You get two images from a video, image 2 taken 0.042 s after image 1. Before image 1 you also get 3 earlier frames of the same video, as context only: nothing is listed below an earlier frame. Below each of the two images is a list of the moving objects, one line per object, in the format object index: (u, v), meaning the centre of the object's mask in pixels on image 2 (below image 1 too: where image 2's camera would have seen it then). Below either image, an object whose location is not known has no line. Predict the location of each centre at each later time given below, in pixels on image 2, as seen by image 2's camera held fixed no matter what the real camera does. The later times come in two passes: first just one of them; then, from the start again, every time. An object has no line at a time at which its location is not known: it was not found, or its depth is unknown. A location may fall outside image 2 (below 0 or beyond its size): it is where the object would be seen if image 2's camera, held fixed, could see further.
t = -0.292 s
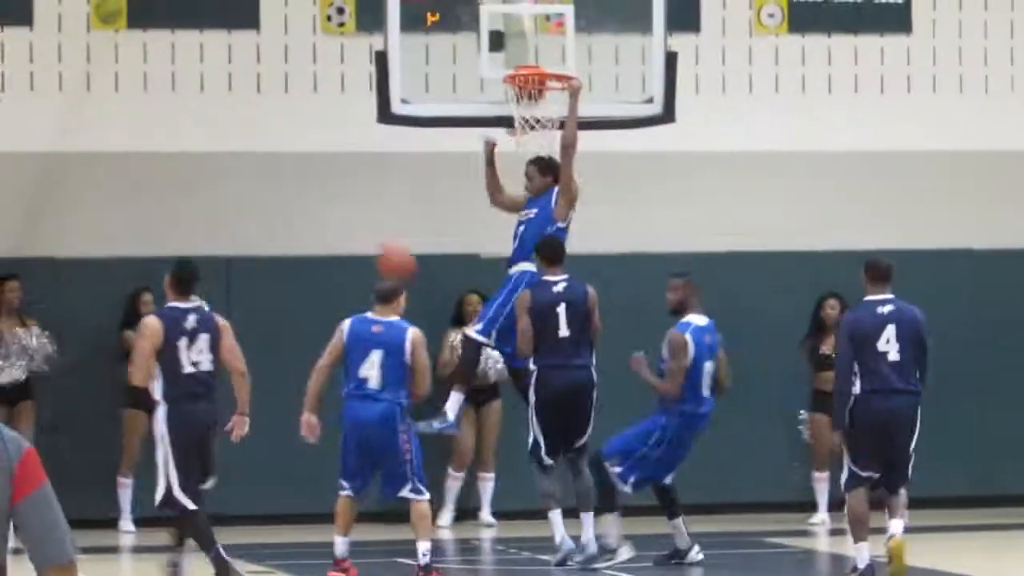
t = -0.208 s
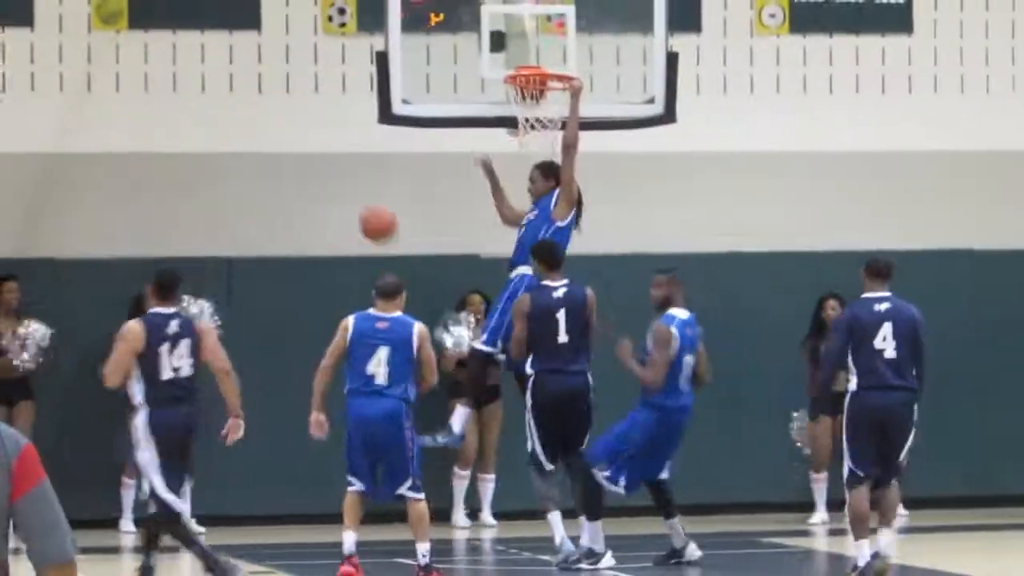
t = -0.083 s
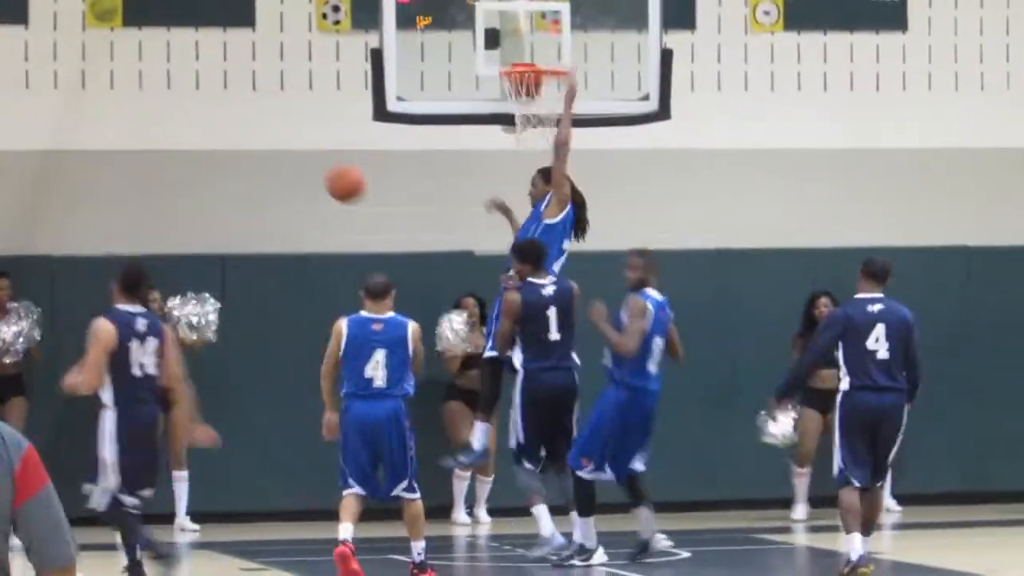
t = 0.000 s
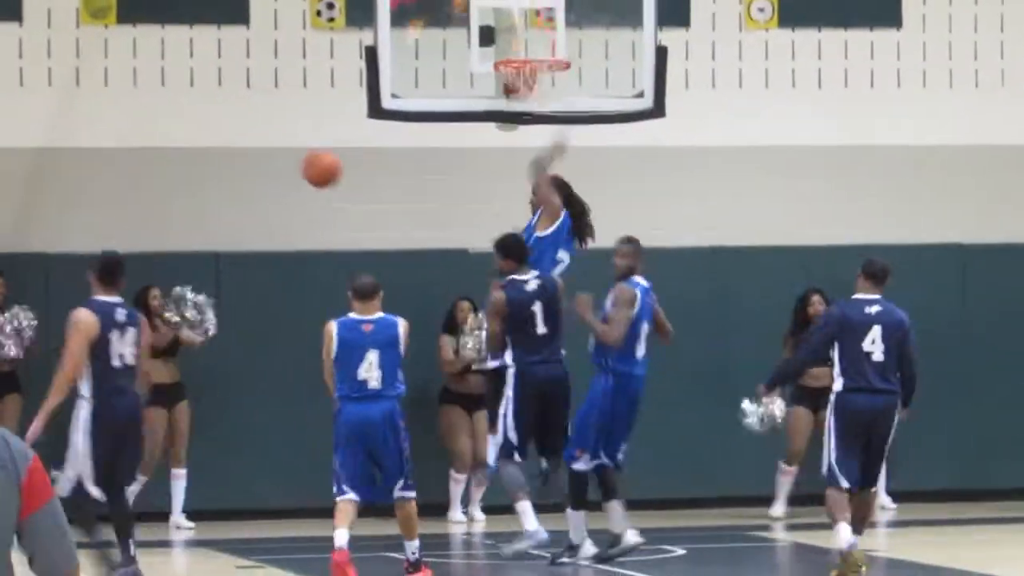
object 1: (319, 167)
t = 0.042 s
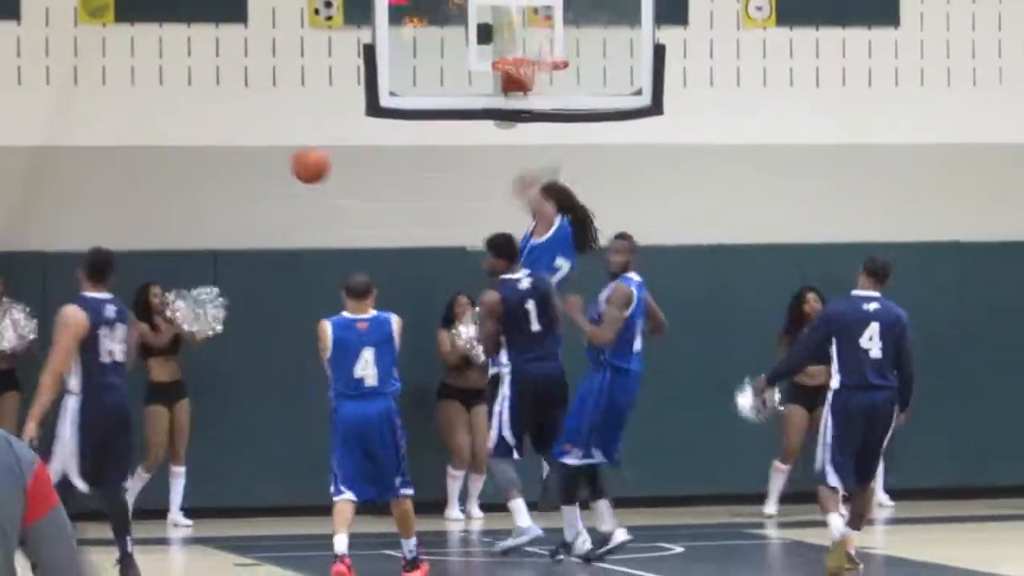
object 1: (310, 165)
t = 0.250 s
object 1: (265, 195)
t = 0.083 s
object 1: (301, 166)
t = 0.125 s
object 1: (292, 168)
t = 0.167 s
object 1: (283, 175)
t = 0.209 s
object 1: (274, 183)
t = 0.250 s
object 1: (265, 195)
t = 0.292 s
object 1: (255, 210)
